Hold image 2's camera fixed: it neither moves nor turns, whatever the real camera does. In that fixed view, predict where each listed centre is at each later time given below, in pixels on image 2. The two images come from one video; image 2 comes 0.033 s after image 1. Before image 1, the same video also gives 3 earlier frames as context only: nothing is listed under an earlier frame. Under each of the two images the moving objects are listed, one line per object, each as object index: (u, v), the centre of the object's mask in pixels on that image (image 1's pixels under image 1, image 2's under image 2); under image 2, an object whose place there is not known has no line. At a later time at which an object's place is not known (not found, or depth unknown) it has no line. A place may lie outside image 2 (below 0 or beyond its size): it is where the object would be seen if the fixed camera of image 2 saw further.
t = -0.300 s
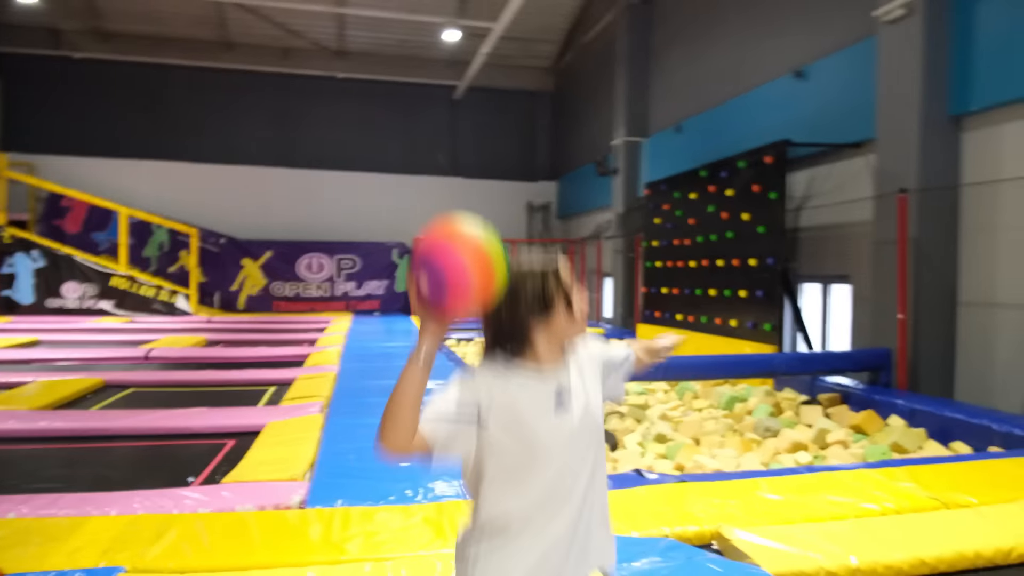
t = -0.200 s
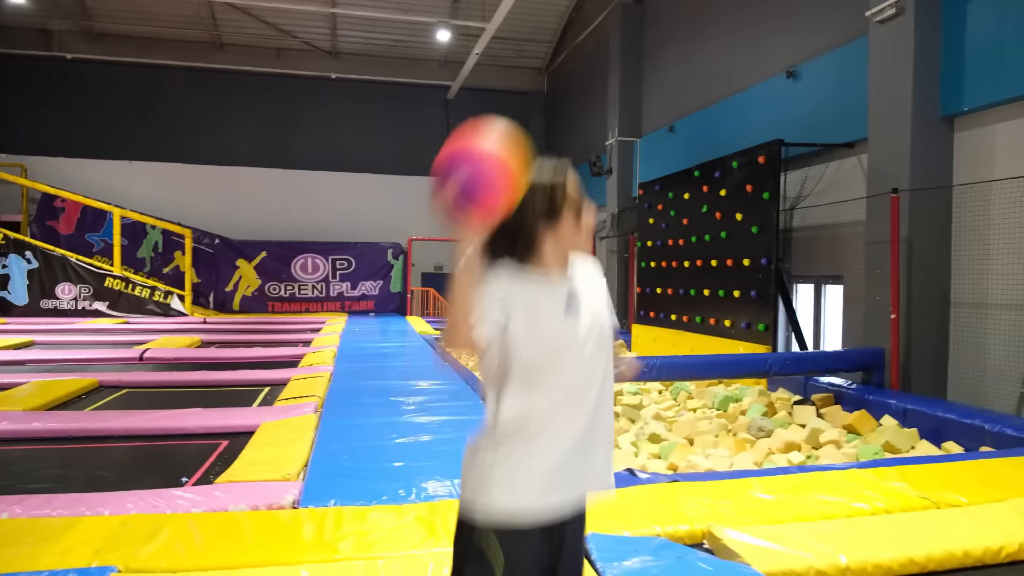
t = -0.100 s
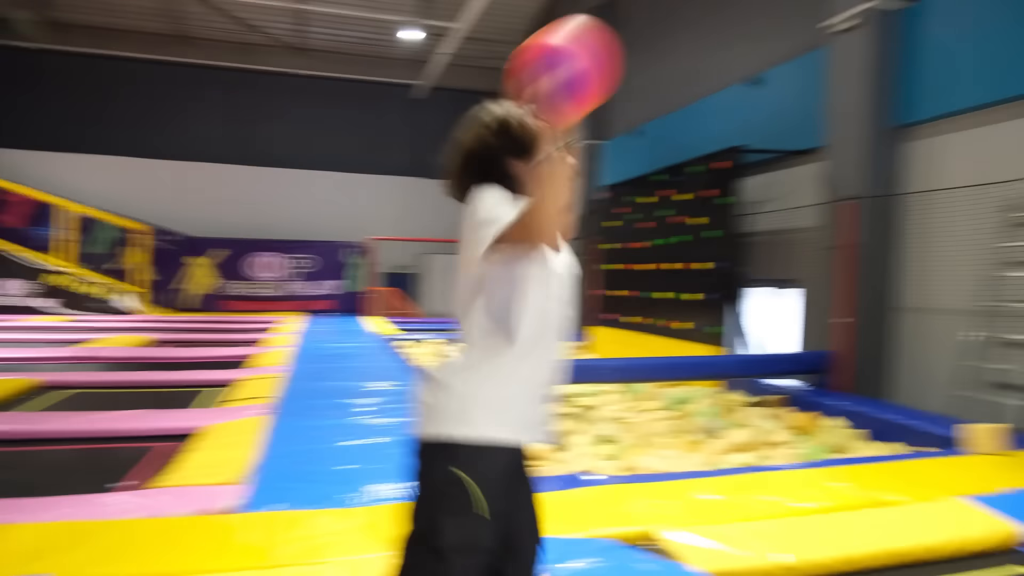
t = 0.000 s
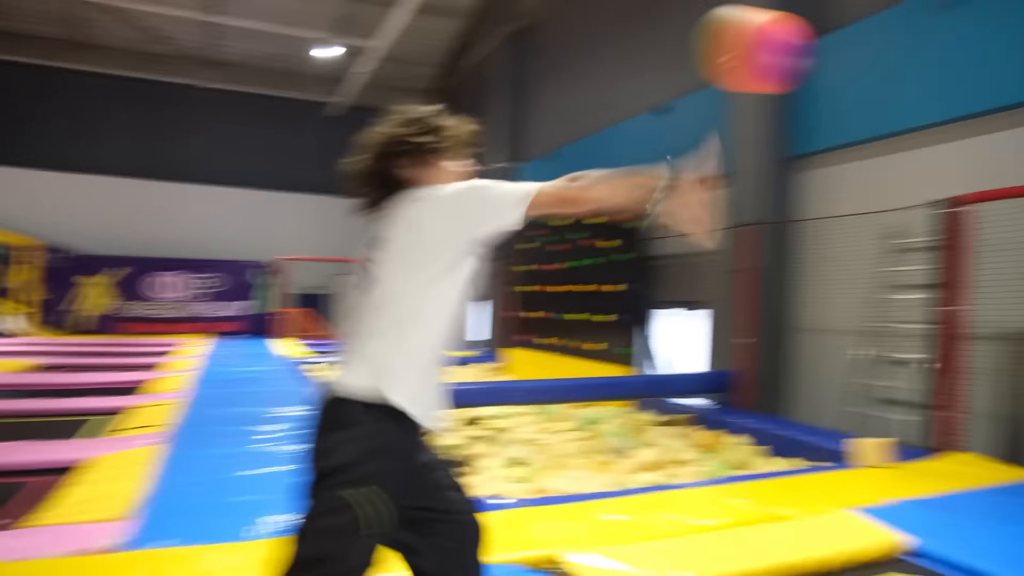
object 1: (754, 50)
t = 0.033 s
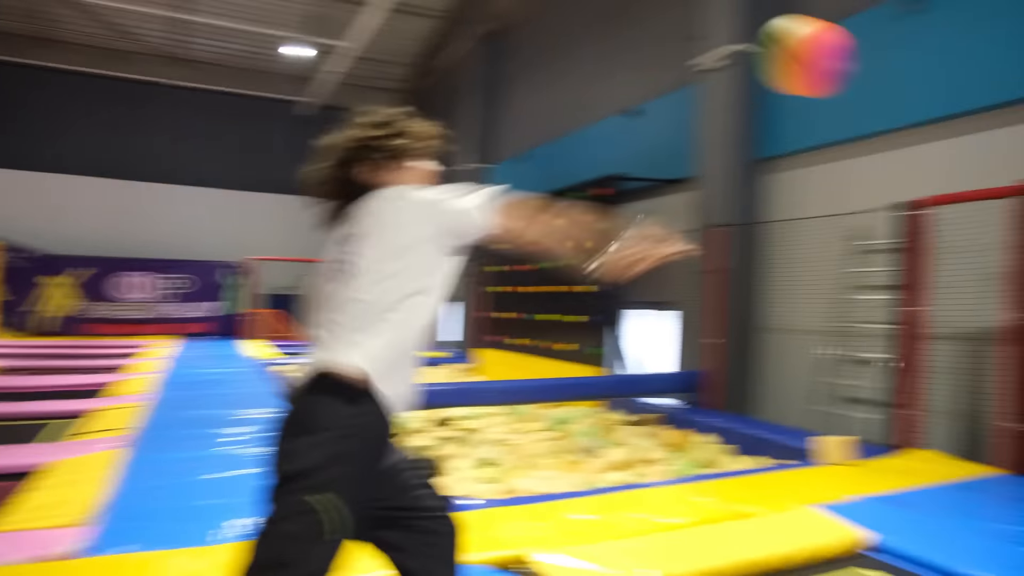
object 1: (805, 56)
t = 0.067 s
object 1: (879, 63)
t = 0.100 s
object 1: (943, 72)
